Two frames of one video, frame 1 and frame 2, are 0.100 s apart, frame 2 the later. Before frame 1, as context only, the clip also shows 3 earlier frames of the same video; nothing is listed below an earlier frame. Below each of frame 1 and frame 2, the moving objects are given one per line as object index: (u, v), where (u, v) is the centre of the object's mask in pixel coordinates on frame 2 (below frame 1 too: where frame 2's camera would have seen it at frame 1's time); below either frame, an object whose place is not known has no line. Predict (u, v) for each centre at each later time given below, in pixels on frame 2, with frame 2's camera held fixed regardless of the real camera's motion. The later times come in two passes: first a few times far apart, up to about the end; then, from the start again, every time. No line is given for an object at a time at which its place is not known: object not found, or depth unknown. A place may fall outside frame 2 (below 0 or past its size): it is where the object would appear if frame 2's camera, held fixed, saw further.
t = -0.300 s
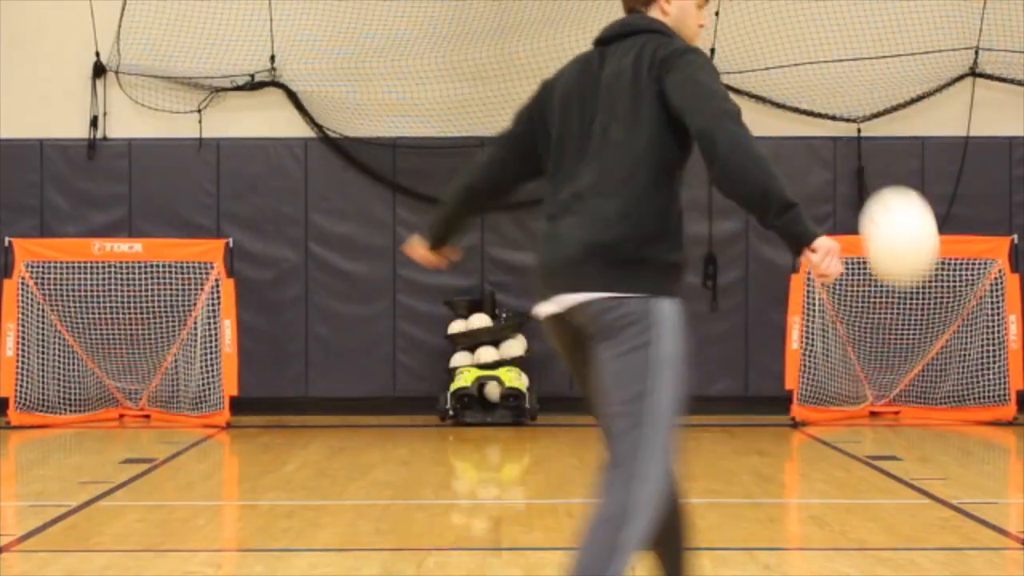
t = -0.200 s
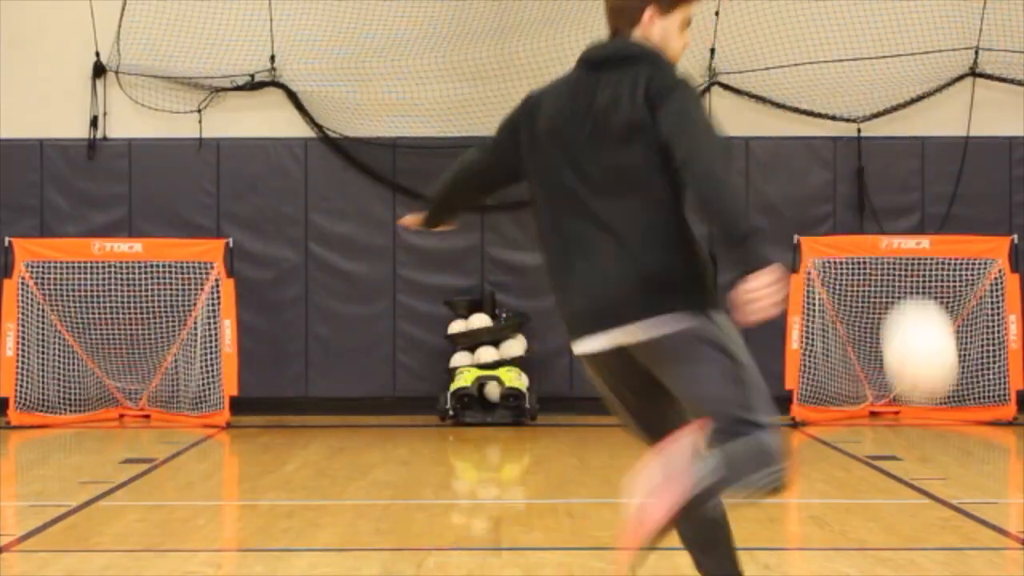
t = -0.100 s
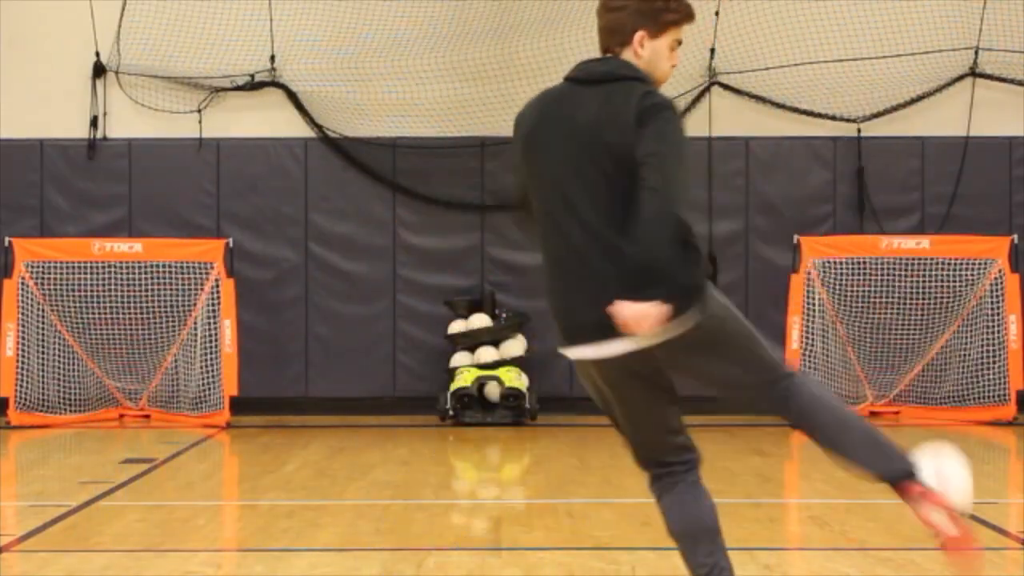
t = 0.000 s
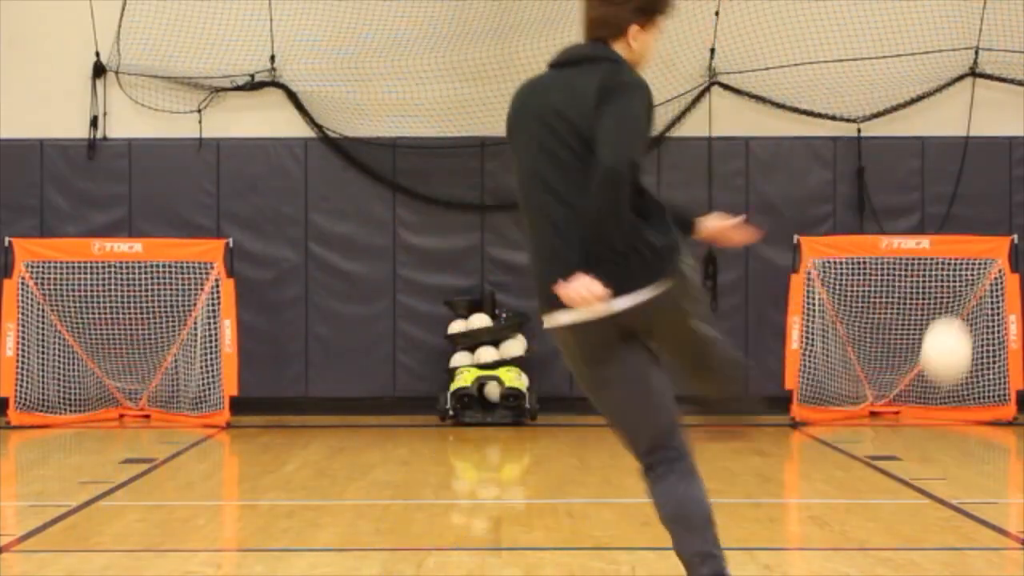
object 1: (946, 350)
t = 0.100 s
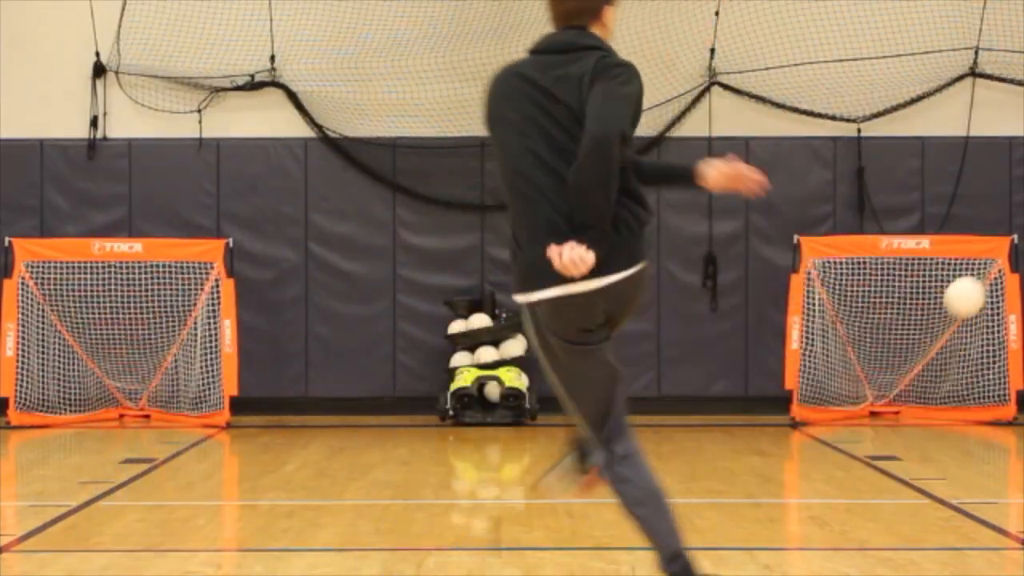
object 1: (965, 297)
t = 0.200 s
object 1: (988, 286)
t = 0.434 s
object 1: (894, 337)
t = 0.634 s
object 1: (850, 391)
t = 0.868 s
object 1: (904, 386)
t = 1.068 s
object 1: (941, 393)
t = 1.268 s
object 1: (965, 397)
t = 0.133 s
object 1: (972, 291)
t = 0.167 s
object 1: (980, 287)
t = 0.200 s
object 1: (988, 286)
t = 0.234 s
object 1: (996, 288)
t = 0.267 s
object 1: (1001, 292)
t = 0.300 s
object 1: (984, 295)
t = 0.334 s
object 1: (961, 303)
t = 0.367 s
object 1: (939, 315)
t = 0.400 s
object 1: (915, 326)
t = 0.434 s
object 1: (894, 337)
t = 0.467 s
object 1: (872, 351)
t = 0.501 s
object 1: (854, 367)
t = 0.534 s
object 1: (842, 383)
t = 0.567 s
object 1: (846, 395)
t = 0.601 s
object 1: (848, 396)
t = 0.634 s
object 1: (850, 391)
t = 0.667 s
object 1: (858, 385)
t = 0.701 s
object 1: (867, 380)
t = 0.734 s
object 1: (872, 378)
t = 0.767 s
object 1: (881, 377)
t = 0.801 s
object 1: (888, 379)
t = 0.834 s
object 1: (897, 382)
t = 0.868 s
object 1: (904, 386)
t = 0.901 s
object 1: (912, 391)
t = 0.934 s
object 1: (920, 399)
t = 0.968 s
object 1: (929, 408)
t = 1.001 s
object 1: (933, 403)
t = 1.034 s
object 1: (937, 397)
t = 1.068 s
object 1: (941, 393)
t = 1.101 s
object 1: (945, 390)
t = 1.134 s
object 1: (948, 389)
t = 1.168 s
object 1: (953, 388)
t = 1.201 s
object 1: (957, 390)
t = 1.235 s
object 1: (961, 393)
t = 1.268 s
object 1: (965, 397)
